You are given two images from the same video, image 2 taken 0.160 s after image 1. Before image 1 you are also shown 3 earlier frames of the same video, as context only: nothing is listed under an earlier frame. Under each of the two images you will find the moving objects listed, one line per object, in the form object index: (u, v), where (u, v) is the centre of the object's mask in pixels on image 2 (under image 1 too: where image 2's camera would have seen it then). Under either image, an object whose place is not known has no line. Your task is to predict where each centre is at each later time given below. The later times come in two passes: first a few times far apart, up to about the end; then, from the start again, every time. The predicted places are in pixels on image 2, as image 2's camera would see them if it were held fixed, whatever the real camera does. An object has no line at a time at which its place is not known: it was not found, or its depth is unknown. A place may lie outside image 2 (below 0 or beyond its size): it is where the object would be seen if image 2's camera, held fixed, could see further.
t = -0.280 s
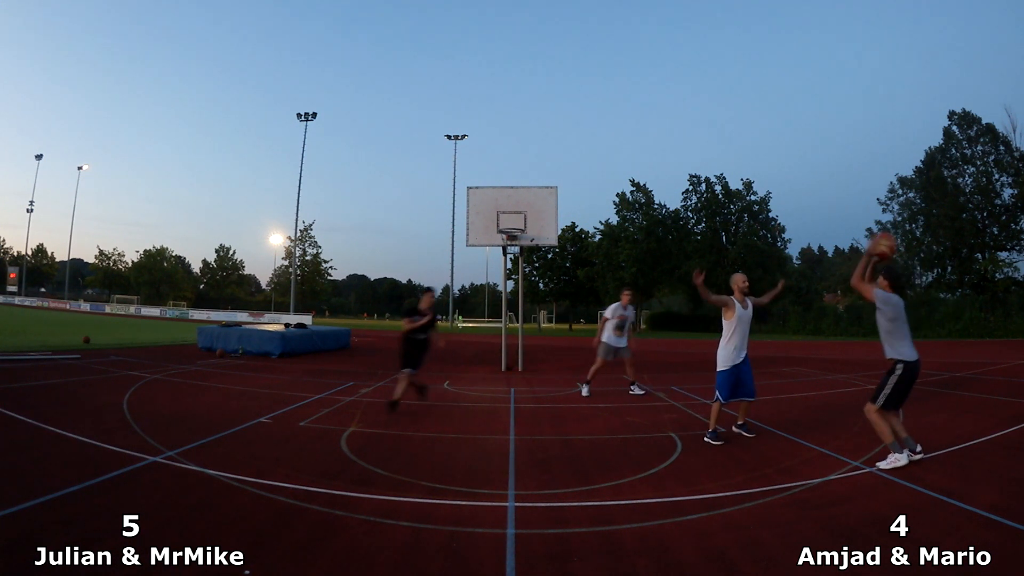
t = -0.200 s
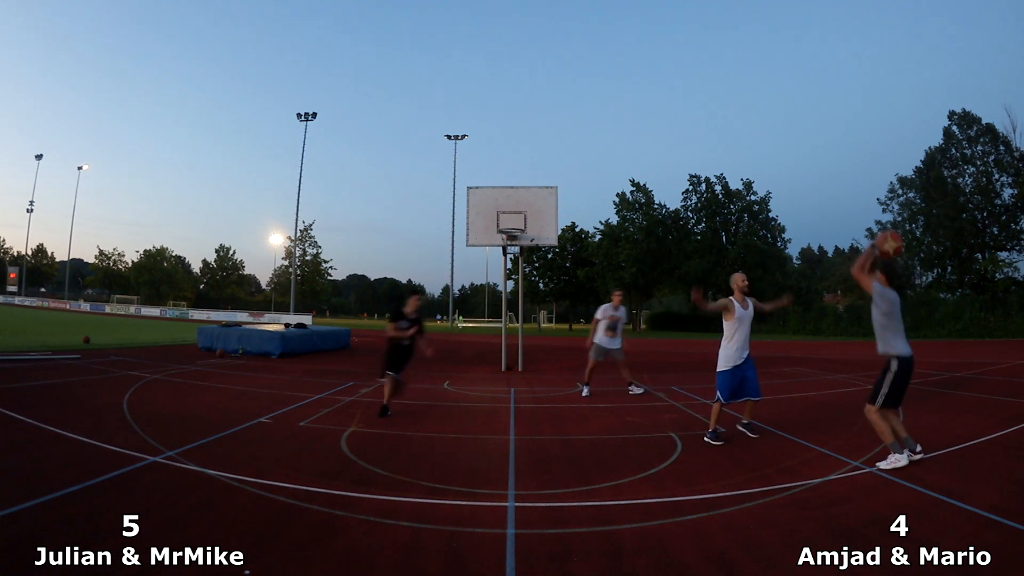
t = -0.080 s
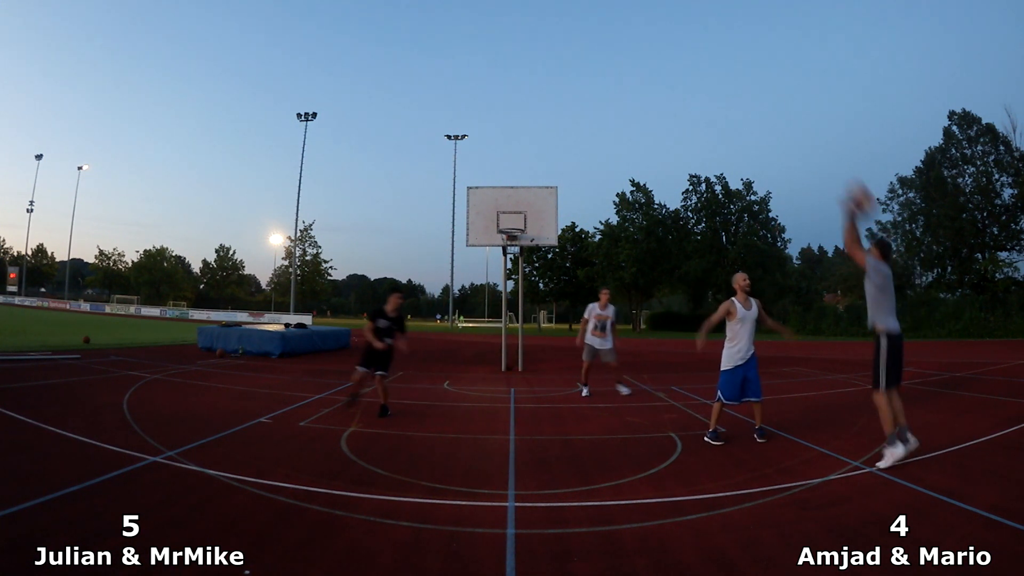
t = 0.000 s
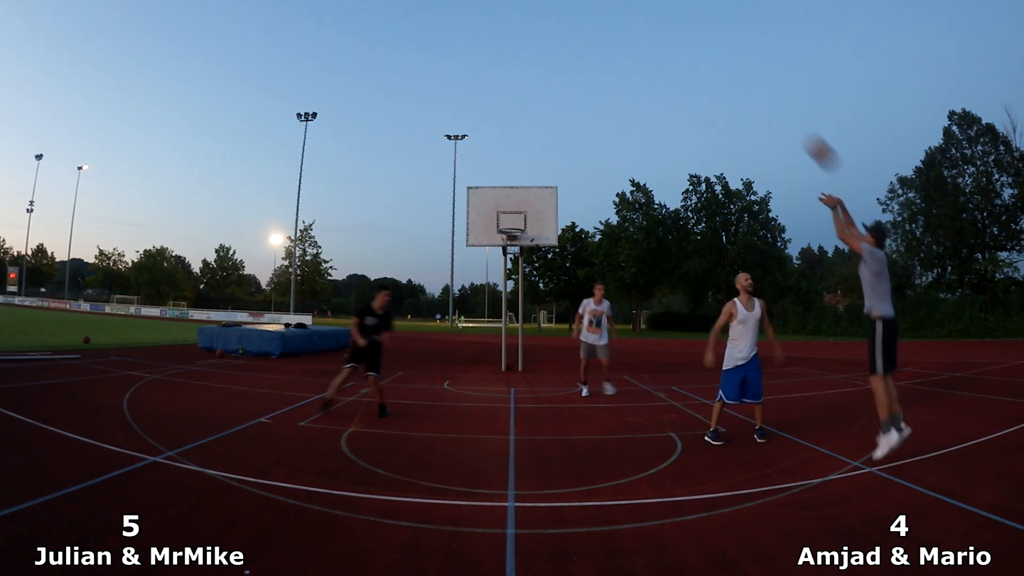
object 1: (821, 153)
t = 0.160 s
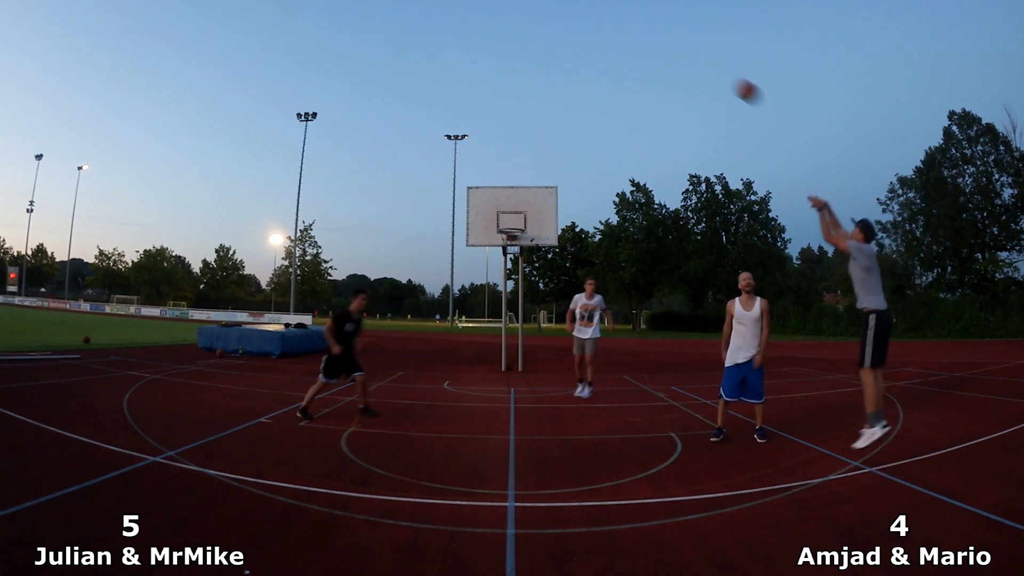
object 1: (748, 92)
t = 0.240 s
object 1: (717, 74)
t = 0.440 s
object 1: (655, 59)
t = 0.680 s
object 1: (602, 76)
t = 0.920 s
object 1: (561, 121)
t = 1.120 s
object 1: (533, 175)
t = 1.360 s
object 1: (516, 211)
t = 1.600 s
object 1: (521, 191)
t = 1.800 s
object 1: (527, 199)
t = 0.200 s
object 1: (732, 82)
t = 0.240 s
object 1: (717, 74)
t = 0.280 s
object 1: (703, 68)
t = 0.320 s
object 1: (690, 64)
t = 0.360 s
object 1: (678, 61)
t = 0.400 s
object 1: (666, 60)
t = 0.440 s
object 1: (655, 59)
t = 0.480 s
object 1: (645, 60)
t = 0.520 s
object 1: (636, 61)
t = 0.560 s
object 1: (627, 64)
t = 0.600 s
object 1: (618, 67)
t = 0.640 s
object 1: (610, 71)
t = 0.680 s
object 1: (602, 76)
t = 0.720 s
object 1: (595, 82)
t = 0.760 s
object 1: (588, 88)
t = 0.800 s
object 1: (581, 95)
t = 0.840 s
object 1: (574, 103)
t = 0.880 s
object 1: (567, 112)
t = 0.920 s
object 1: (561, 121)
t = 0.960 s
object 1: (555, 130)
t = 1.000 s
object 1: (550, 141)
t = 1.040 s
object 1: (544, 152)
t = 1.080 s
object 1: (539, 163)
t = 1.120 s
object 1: (533, 175)
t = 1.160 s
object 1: (527, 188)
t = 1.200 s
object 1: (523, 200)
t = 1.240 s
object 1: (518, 213)
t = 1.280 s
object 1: (514, 223)
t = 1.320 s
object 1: (515, 217)
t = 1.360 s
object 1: (516, 211)
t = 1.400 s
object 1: (516, 206)
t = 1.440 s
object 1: (517, 202)
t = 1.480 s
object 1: (518, 197)
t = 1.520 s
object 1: (519, 194)
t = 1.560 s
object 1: (520, 192)
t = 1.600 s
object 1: (521, 191)
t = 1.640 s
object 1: (522, 190)
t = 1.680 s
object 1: (523, 191)
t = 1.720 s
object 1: (524, 192)
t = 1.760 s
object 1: (525, 195)
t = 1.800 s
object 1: (527, 199)
